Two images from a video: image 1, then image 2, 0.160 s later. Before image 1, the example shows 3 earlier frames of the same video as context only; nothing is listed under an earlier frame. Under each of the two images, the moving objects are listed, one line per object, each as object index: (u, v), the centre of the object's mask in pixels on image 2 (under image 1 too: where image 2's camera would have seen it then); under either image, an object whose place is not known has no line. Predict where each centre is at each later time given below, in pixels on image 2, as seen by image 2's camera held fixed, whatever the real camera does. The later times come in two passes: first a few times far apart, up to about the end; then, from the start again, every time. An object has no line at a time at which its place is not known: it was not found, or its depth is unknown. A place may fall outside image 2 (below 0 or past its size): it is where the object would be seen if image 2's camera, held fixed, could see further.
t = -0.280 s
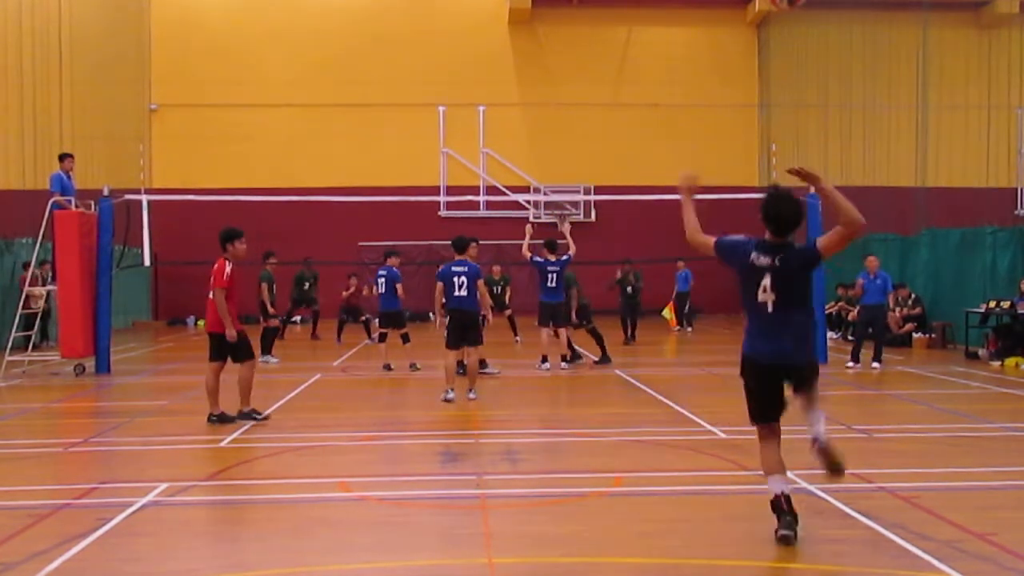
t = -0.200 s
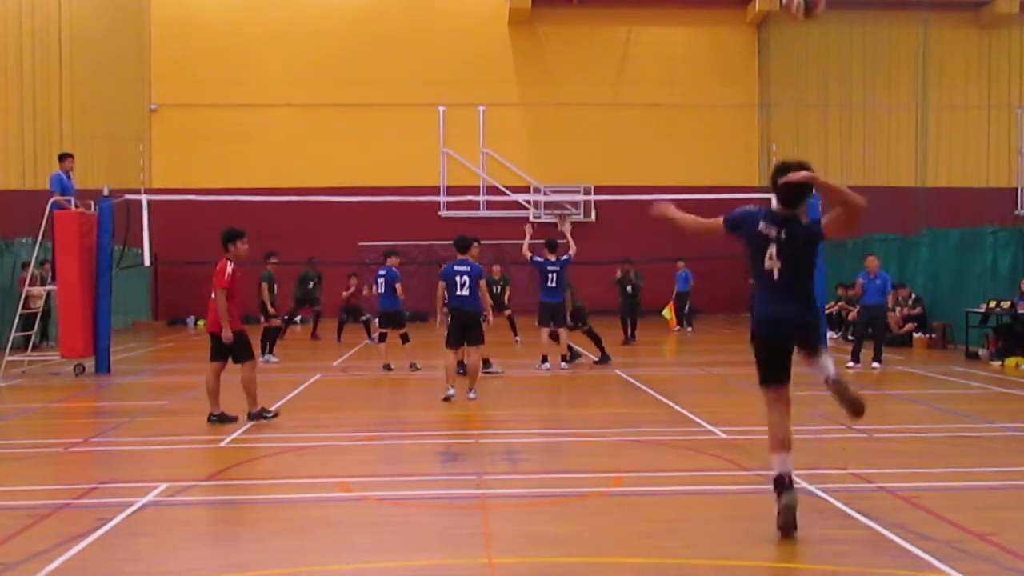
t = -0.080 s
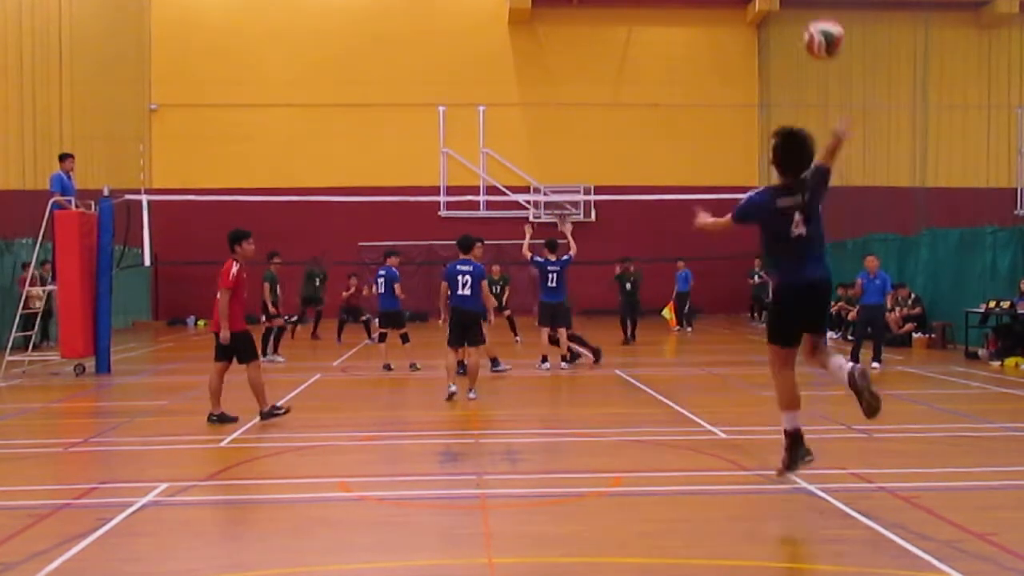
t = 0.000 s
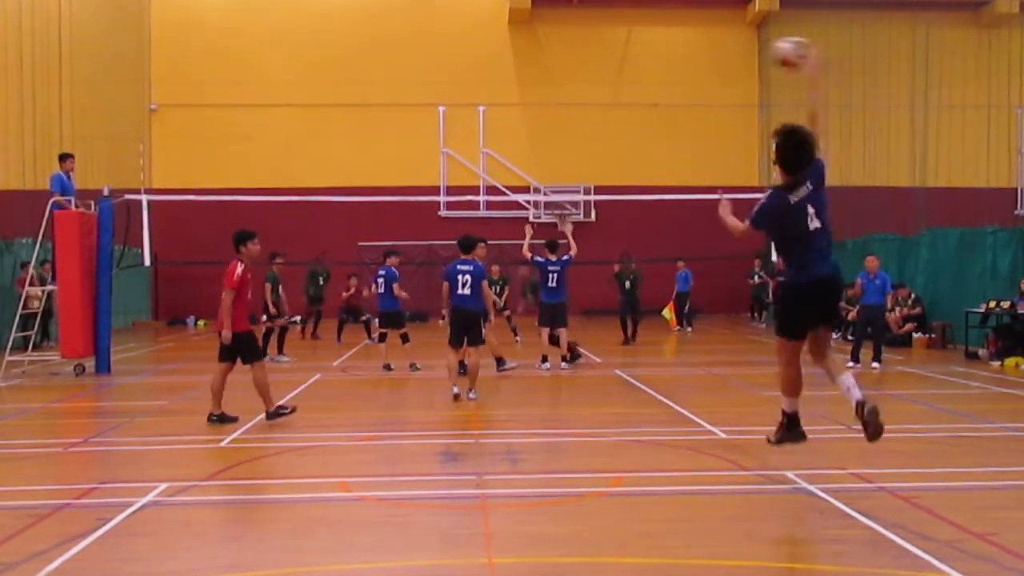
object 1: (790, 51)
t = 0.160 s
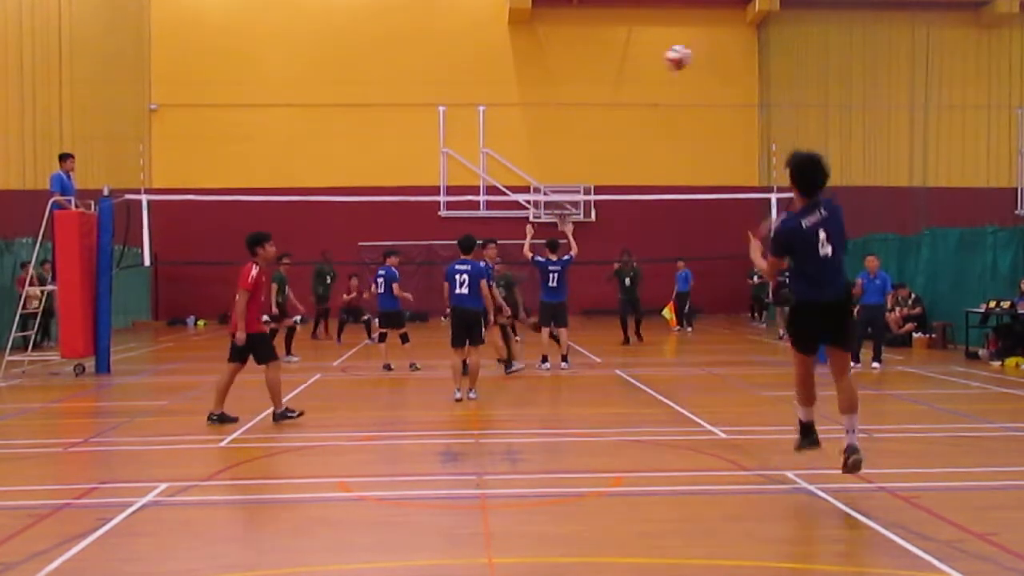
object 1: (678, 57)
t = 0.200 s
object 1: (659, 61)
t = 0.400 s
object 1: (598, 90)
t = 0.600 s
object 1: (563, 131)
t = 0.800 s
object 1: (537, 177)
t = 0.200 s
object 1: (659, 61)
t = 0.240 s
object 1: (645, 65)
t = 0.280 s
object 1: (630, 72)
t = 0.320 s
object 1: (618, 76)
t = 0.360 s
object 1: (607, 83)
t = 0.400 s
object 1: (598, 90)
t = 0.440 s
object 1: (589, 98)
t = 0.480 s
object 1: (583, 106)
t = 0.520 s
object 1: (576, 114)
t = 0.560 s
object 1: (569, 122)
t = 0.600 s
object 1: (563, 131)
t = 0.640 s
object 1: (558, 140)
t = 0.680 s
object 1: (552, 149)
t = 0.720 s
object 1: (548, 158)
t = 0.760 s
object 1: (543, 167)
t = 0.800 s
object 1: (537, 177)
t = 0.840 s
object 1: (534, 187)
